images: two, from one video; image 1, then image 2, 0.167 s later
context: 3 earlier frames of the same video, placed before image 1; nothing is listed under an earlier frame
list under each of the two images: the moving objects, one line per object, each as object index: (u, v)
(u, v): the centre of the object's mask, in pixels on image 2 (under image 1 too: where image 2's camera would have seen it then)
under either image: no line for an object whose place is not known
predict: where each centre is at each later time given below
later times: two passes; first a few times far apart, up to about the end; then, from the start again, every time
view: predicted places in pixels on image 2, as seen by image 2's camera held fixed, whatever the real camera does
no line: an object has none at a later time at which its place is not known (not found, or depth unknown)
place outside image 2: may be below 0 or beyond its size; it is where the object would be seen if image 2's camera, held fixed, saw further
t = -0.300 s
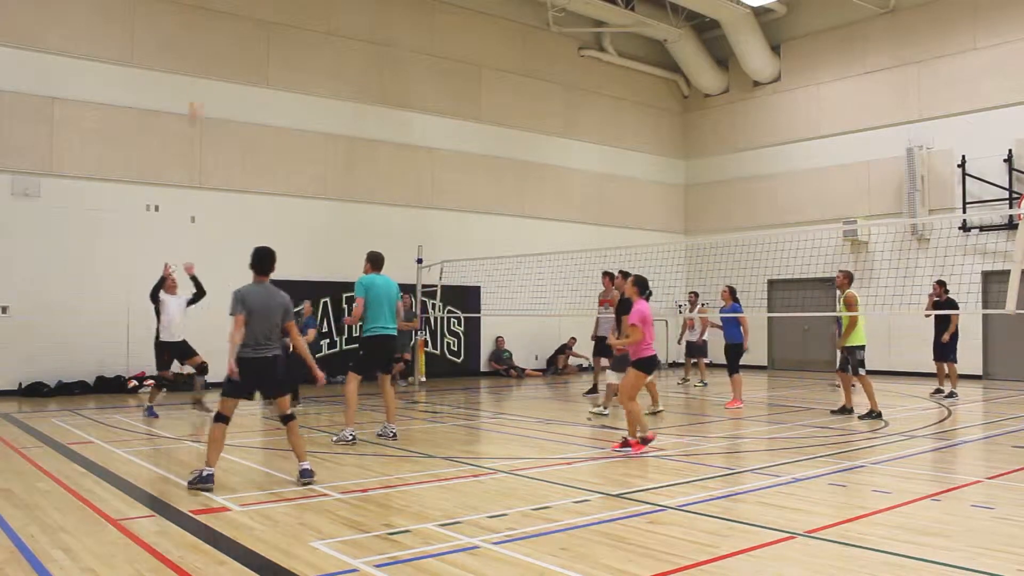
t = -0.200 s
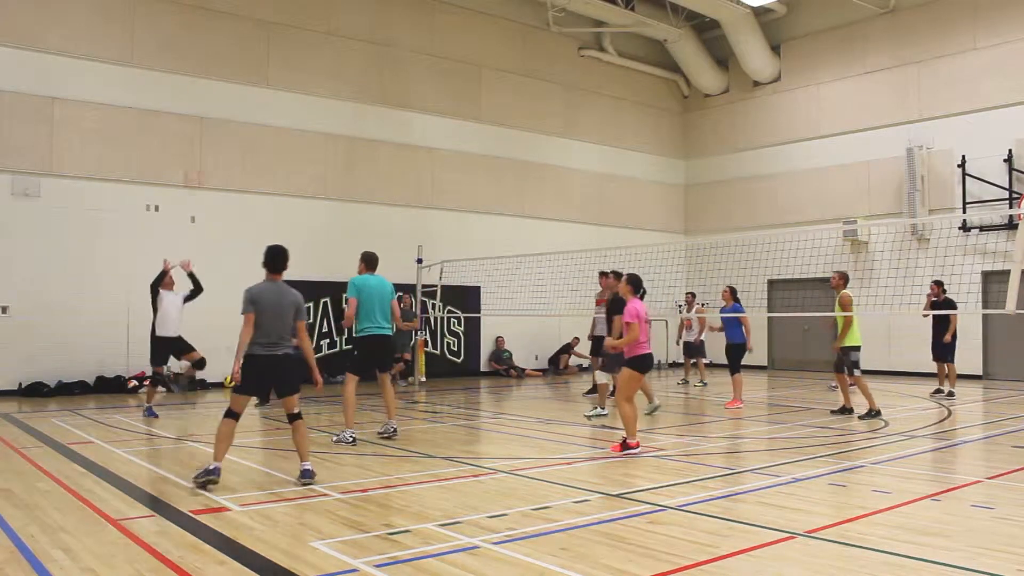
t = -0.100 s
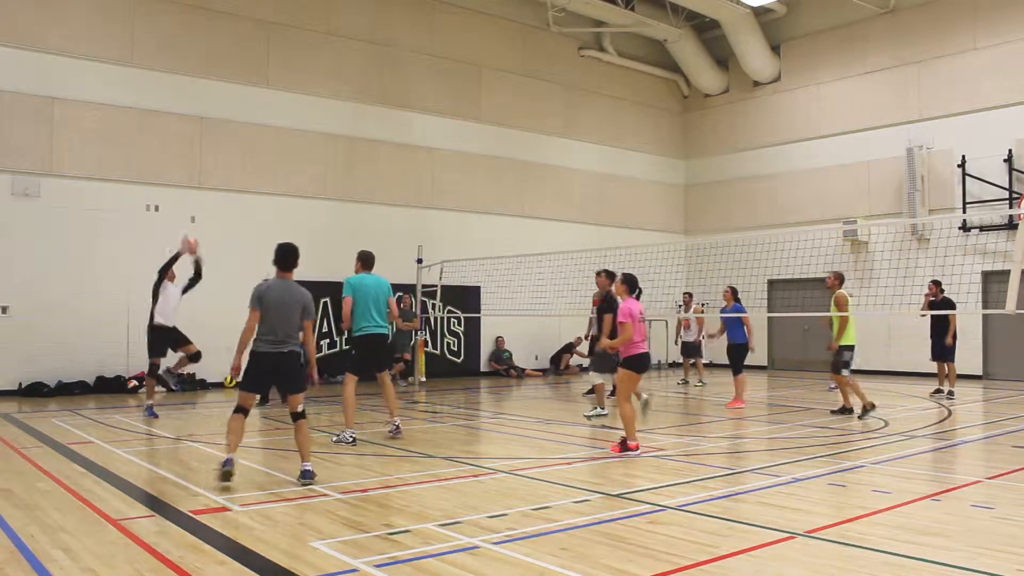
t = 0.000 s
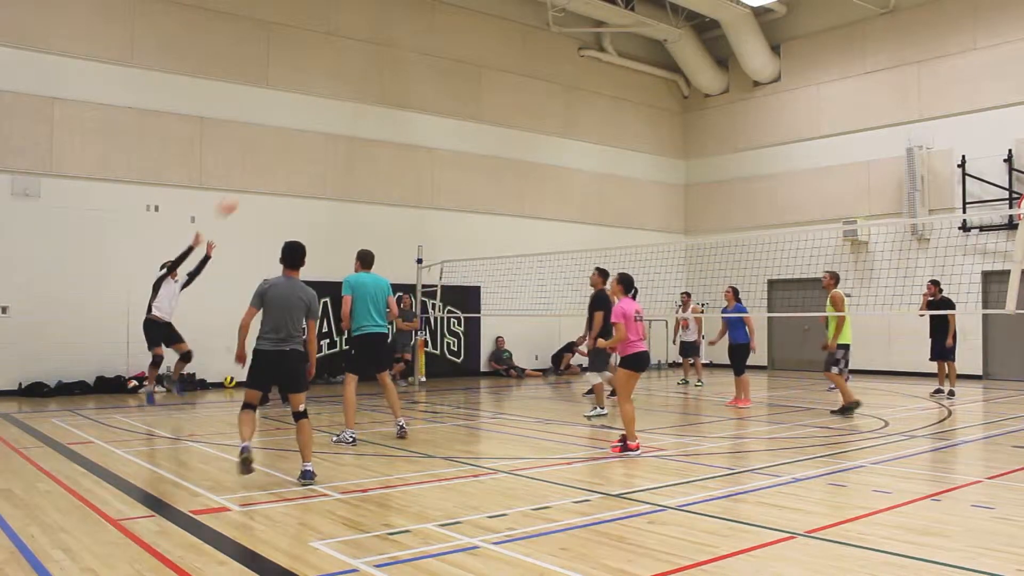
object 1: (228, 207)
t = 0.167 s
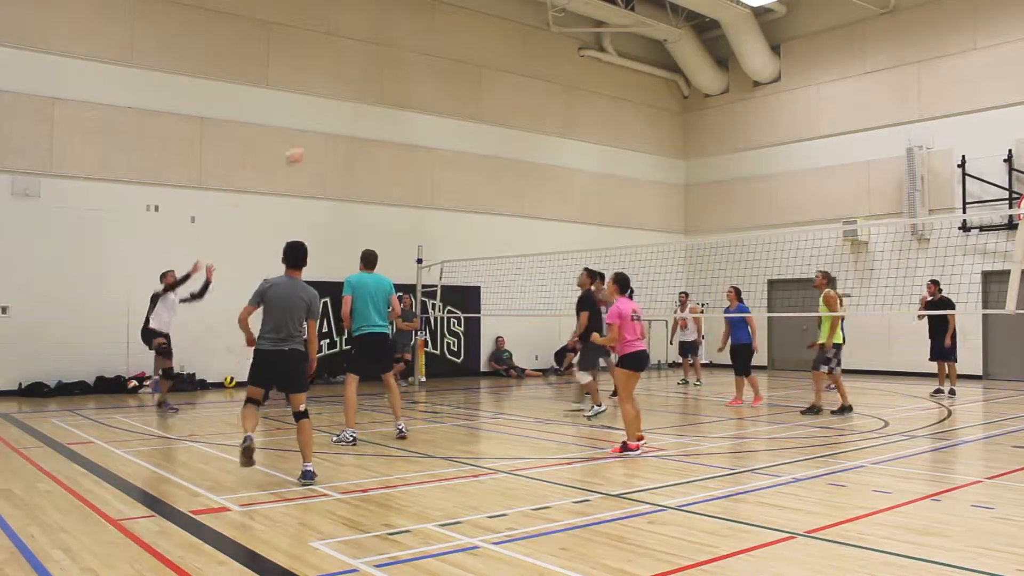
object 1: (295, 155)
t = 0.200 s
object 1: (309, 147)
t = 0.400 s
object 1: (388, 122)
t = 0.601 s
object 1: (468, 125)
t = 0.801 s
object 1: (547, 162)
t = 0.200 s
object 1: (309, 147)
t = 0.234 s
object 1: (322, 143)
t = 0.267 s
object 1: (333, 136)
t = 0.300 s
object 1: (350, 131)
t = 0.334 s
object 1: (363, 126)
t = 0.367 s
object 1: (376, 123)
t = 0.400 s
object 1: (388, 122)
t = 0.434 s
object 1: (401, 119)
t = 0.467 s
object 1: (416, 120)
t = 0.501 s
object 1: (429, 120)
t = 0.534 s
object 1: (443, 121)
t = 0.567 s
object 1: (456, 122)
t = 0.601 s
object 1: (468, 125)
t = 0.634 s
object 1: (483, 128)
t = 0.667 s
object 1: (495, 133)
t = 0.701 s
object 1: (507, 139)
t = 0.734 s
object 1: (520, 146)
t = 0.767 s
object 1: (535, 156)
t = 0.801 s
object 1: (547, 162)
